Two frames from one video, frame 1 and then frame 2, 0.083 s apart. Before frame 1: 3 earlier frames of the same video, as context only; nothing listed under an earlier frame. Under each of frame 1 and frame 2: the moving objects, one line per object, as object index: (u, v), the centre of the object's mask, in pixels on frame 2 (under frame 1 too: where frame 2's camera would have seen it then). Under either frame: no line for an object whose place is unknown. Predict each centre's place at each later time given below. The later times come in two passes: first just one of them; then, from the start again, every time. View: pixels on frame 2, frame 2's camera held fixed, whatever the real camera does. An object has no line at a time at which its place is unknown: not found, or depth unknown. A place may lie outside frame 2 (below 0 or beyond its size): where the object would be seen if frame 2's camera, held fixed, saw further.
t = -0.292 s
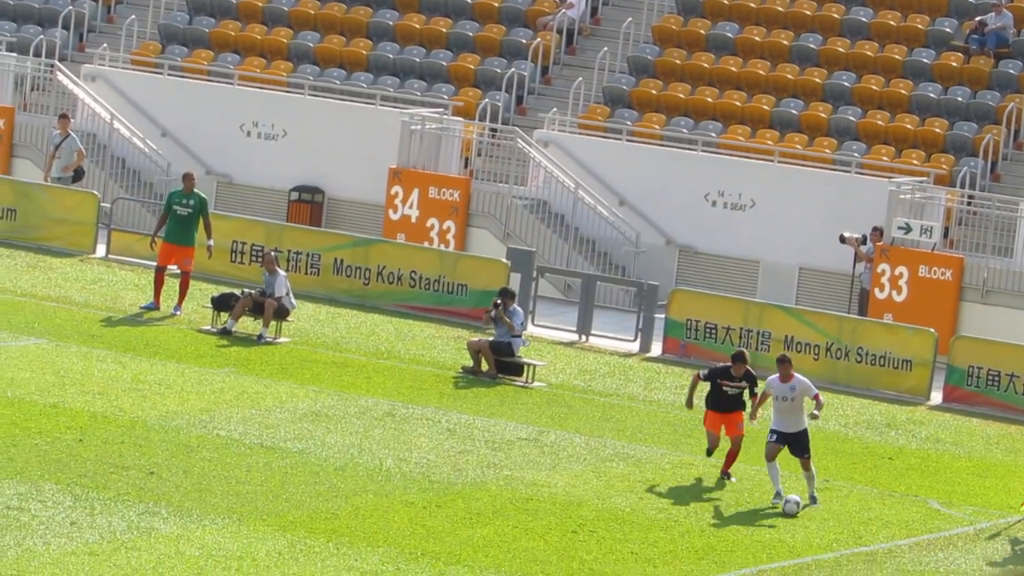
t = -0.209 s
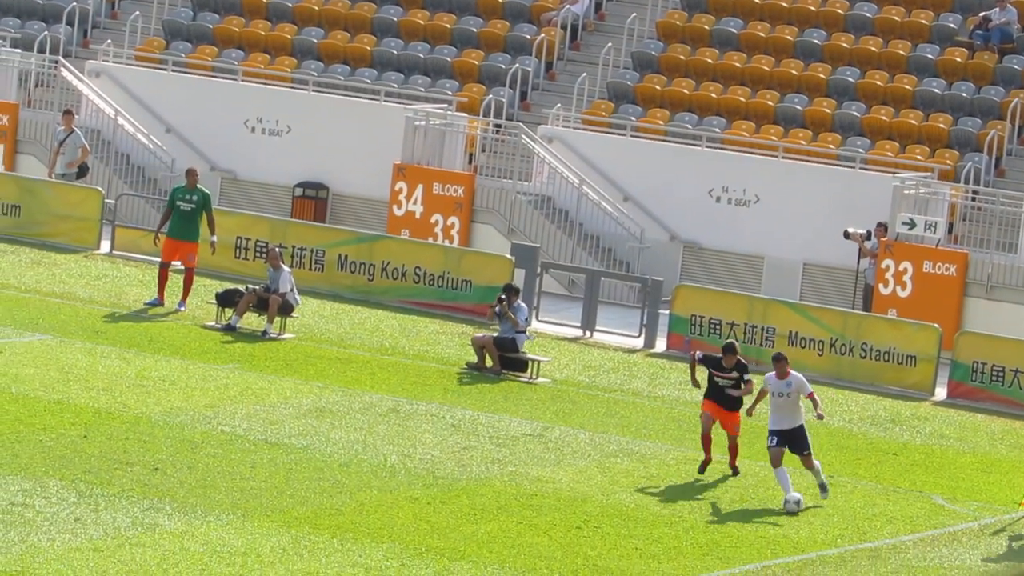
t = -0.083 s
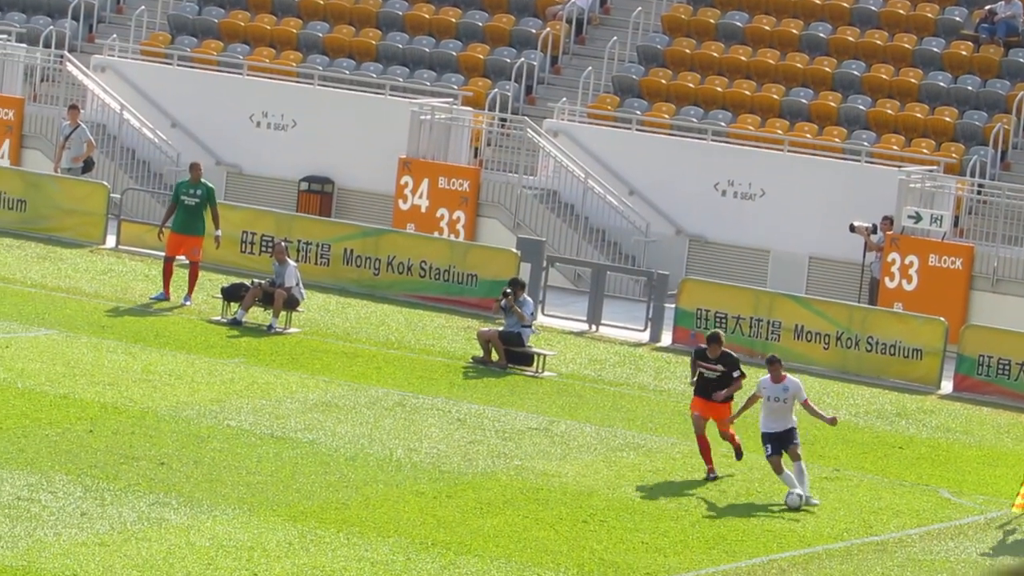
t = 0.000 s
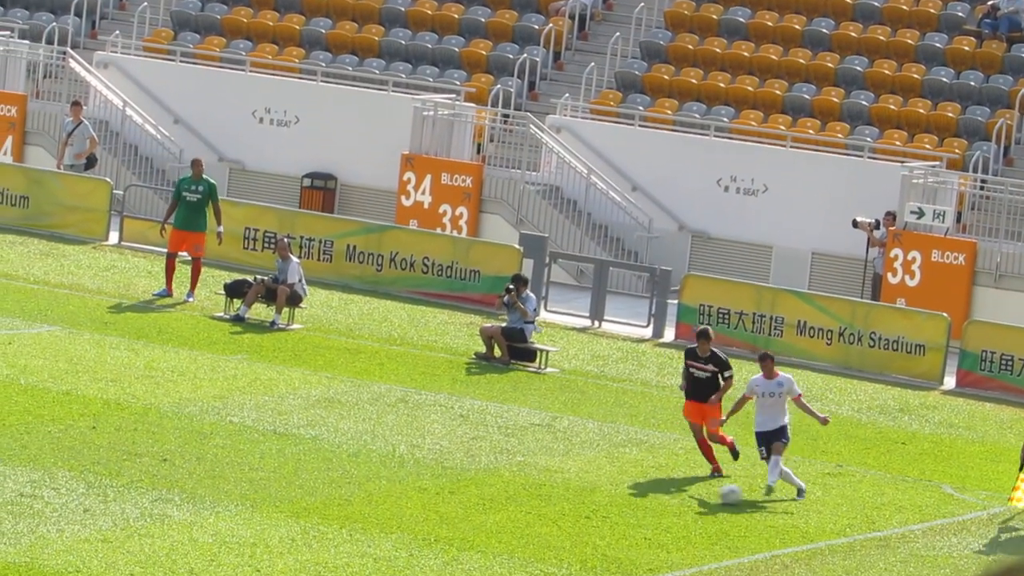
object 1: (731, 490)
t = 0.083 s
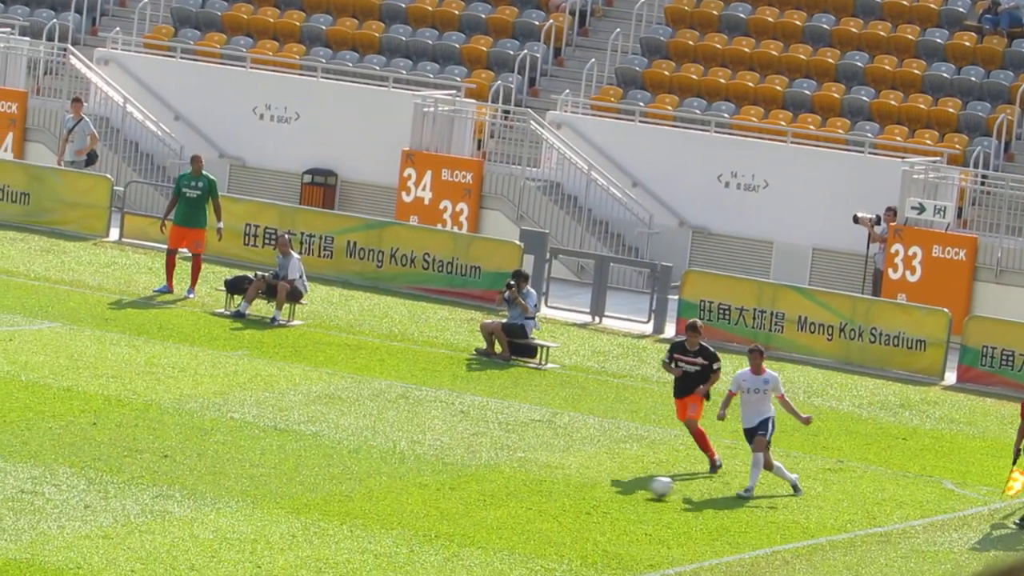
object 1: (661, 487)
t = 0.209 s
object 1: (558, 489)
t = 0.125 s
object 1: (626, 488)
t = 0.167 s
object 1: (591, 489)
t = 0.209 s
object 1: (558, 489)
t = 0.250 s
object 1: (528, 488)
